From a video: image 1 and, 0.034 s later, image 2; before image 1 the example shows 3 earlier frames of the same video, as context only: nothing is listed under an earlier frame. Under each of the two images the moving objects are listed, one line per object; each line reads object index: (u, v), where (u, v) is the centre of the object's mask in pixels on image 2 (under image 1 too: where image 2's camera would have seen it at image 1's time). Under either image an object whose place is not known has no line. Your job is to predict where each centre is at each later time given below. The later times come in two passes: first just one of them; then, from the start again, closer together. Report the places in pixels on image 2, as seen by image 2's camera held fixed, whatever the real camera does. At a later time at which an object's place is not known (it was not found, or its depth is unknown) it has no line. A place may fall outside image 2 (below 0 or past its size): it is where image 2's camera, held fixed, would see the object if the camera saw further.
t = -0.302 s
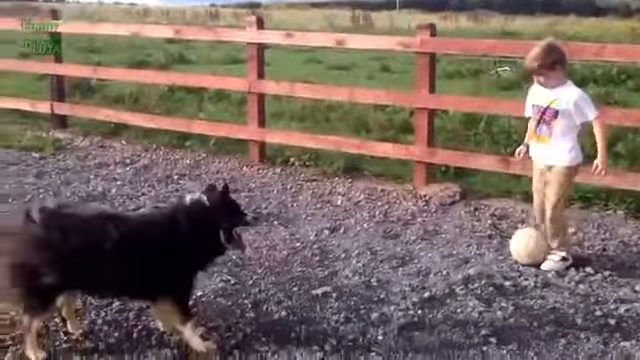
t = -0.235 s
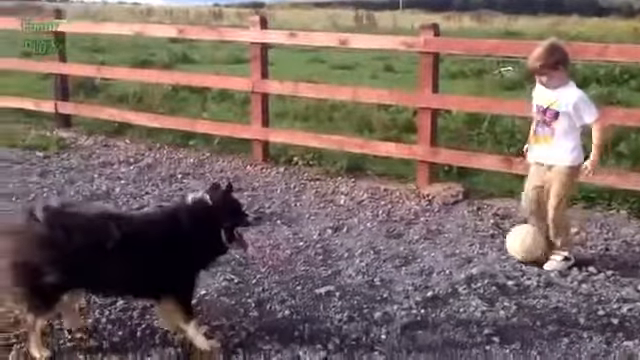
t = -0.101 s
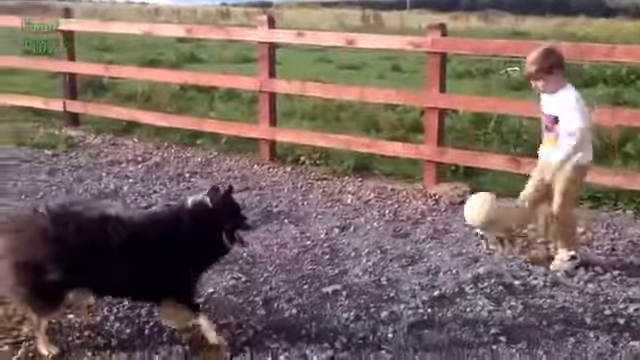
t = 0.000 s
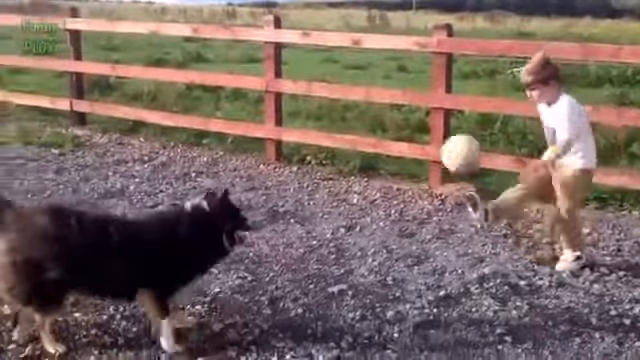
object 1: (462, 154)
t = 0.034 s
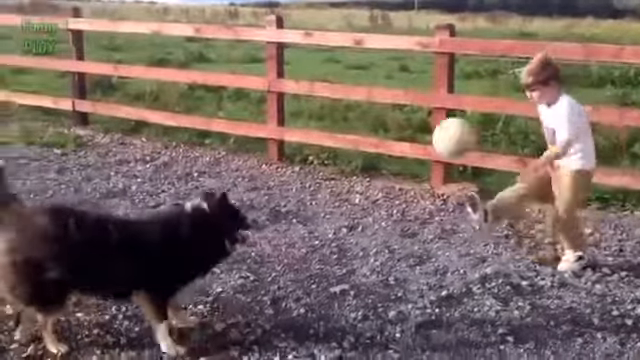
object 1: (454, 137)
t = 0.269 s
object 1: (376, 75)
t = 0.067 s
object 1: (447, 125)
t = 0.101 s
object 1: (434, 109)
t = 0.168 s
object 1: (409, 90)
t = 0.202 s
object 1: (399, 82)
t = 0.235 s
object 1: (388, 78)
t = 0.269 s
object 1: (376, 75)
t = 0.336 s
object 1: (350, 76)
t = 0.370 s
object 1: (336, 80)
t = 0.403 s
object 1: (324, 87)
